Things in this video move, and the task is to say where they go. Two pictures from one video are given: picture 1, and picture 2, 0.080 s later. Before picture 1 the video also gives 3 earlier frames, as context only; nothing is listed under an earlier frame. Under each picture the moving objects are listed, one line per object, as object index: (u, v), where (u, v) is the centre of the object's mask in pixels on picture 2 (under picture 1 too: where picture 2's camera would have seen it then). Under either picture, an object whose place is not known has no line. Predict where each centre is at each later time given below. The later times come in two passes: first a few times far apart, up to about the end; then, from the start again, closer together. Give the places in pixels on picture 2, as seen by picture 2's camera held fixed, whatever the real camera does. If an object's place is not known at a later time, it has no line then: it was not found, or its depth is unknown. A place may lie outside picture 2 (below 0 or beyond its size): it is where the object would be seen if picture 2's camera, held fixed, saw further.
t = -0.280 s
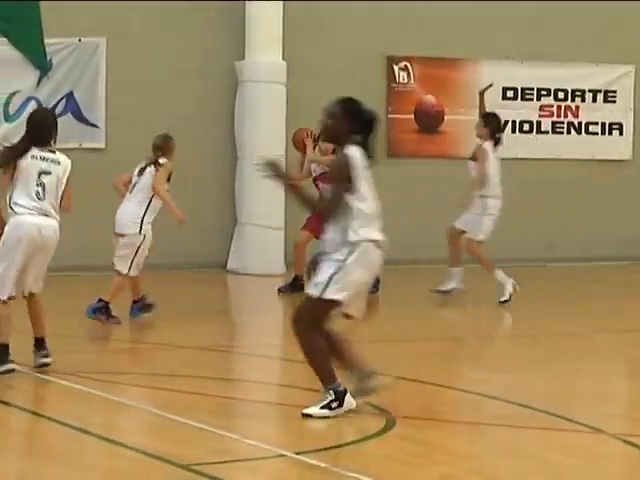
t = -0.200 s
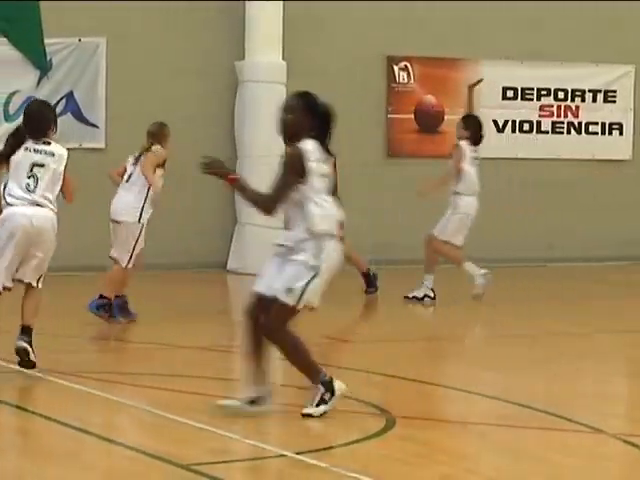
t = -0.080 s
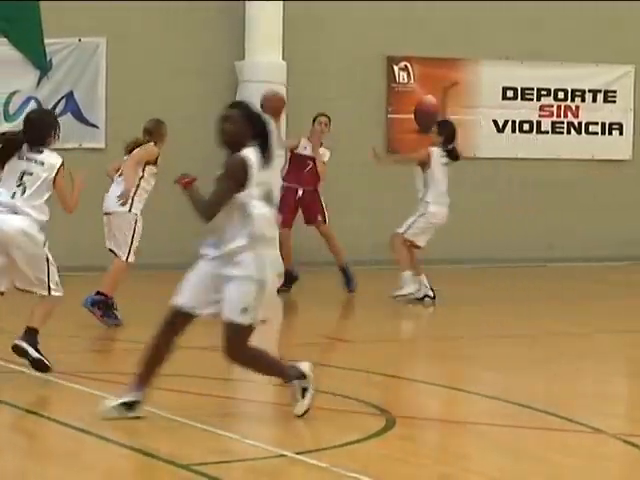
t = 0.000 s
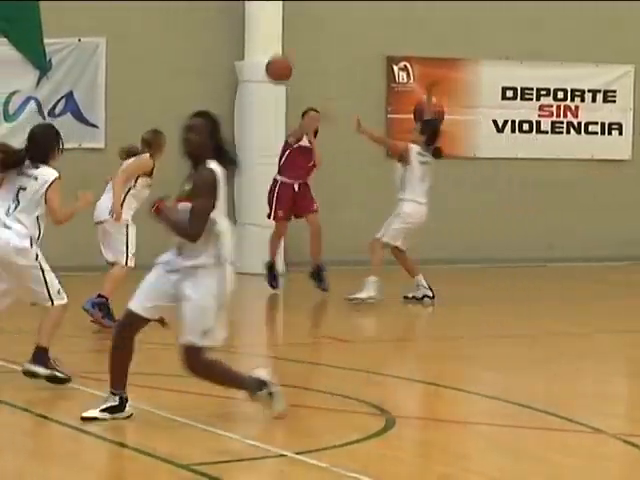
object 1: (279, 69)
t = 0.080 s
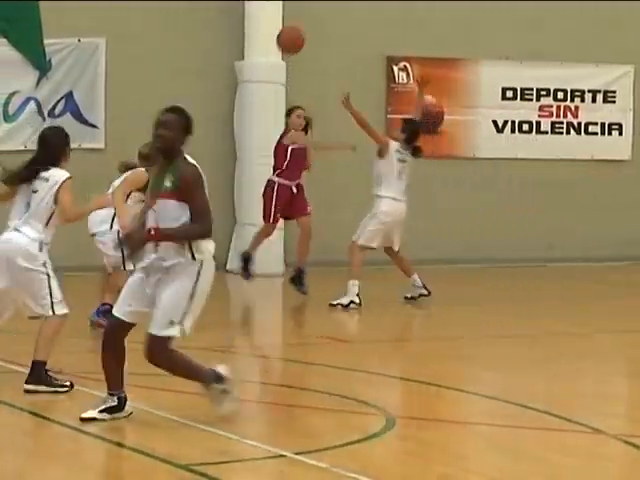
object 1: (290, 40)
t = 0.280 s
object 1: (325, 3)
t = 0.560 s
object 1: (392, 12)
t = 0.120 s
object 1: (298, 26)
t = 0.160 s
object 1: (303, 16)
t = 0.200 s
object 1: (314, 12)
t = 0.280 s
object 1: (325, 3)
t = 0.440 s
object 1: (360, 0)
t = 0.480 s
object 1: (369, 2)
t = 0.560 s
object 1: (392, 12)
